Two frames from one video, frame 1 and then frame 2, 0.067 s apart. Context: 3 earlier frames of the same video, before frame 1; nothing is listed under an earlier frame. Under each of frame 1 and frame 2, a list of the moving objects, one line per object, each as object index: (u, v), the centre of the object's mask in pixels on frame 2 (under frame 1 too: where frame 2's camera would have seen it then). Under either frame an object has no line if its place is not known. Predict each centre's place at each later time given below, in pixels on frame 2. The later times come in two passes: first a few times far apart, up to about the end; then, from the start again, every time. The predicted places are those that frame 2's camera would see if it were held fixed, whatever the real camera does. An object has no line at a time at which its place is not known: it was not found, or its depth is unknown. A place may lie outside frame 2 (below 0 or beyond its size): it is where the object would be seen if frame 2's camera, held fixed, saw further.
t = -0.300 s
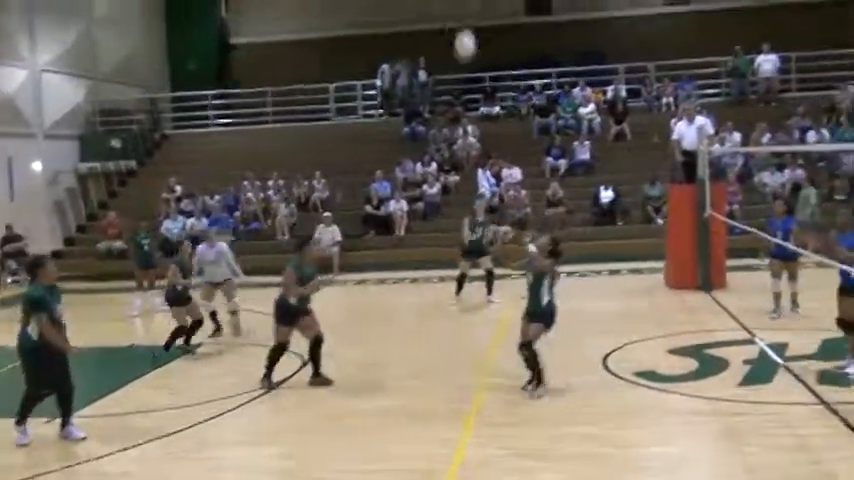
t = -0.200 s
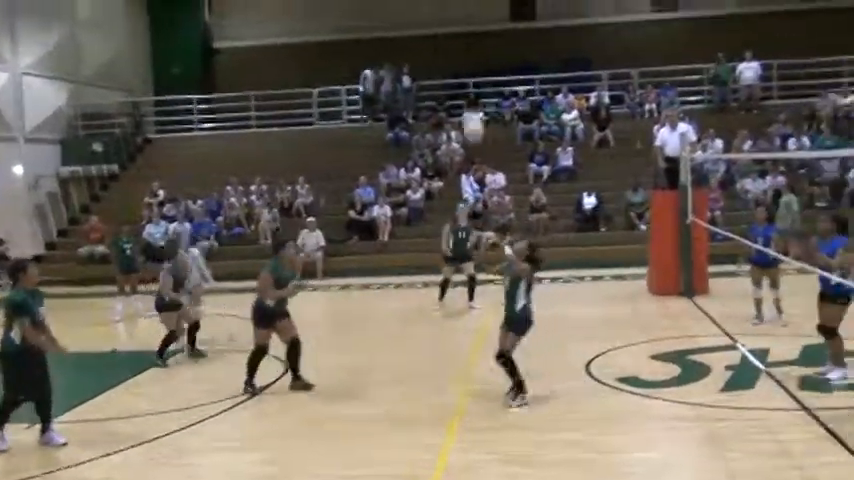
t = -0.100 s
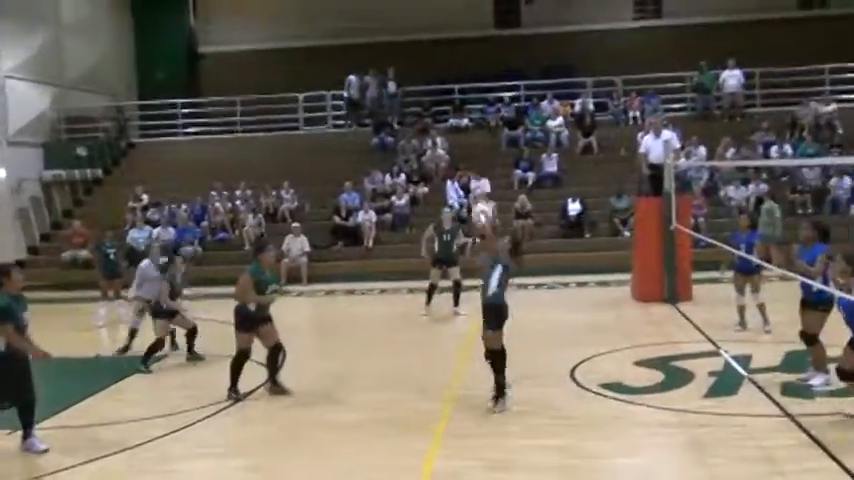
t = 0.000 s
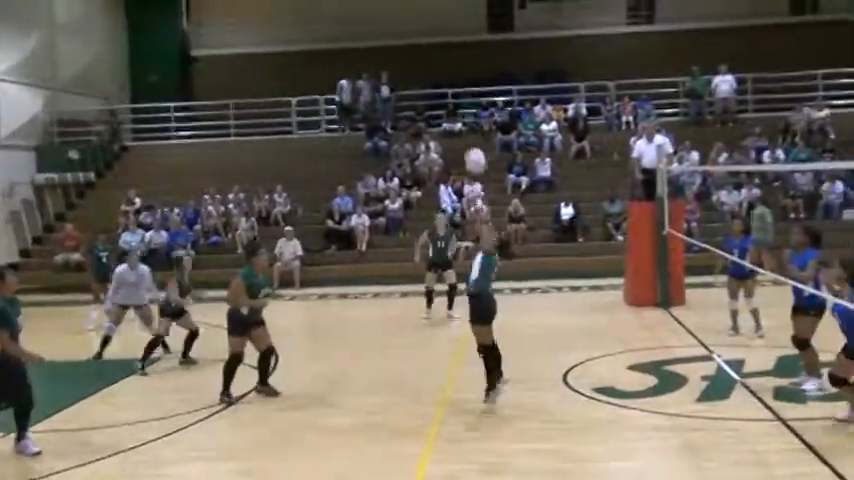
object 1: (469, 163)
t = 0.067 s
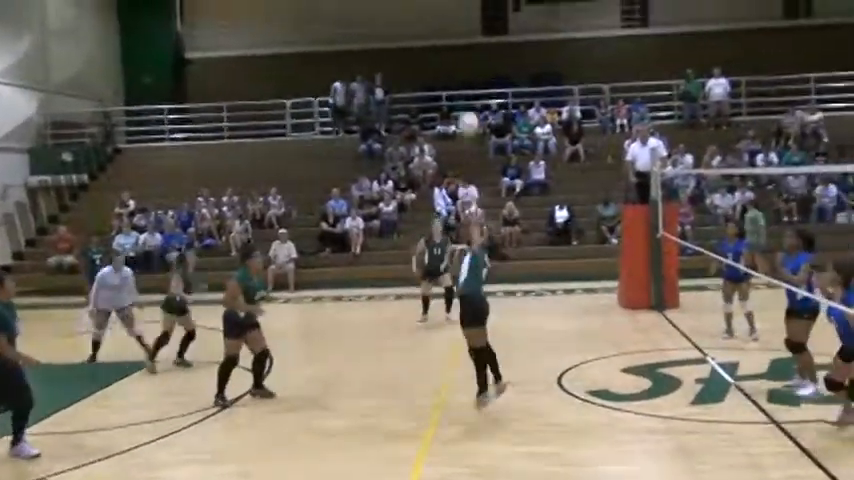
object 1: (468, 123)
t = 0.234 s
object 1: (465, 51)
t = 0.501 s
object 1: (466, -2)
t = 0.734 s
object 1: (468, 8)
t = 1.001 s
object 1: (470, 65)
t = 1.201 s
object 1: (472, 135)
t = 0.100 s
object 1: (467, 105)
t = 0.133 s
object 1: (466, 89)
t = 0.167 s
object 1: (466, 75)
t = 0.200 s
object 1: (465, 62)
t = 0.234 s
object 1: (465, 51)
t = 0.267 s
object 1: (465, 40)
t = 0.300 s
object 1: (465, 31)
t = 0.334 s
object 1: (465, 22)
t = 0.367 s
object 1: (466, 15)
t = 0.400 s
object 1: (465, 9)
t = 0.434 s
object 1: (465, 4)
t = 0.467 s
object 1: (466, 1)
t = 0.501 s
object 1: (466, -2)
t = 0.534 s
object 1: (467, -3)
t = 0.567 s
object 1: (466, -4)
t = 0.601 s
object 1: (467, -3)
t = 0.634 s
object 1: (467, -2)
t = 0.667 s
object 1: (467, 1)
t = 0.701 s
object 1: (467, 4)
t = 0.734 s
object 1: (468, 8)
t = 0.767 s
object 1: (468, 12)
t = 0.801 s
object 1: (468, 17)
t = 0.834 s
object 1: (469, 23)
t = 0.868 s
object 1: (469, 30)
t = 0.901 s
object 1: (470, 38)
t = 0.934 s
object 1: (470, 46)
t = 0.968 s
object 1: (470, 55)
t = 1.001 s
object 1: (470, 65)
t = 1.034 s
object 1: (471, 75)
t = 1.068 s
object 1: (471, 86)
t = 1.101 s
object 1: (472, 96)
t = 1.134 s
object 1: (472, 109)
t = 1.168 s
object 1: (472, 121)
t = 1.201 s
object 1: (472, 135)
